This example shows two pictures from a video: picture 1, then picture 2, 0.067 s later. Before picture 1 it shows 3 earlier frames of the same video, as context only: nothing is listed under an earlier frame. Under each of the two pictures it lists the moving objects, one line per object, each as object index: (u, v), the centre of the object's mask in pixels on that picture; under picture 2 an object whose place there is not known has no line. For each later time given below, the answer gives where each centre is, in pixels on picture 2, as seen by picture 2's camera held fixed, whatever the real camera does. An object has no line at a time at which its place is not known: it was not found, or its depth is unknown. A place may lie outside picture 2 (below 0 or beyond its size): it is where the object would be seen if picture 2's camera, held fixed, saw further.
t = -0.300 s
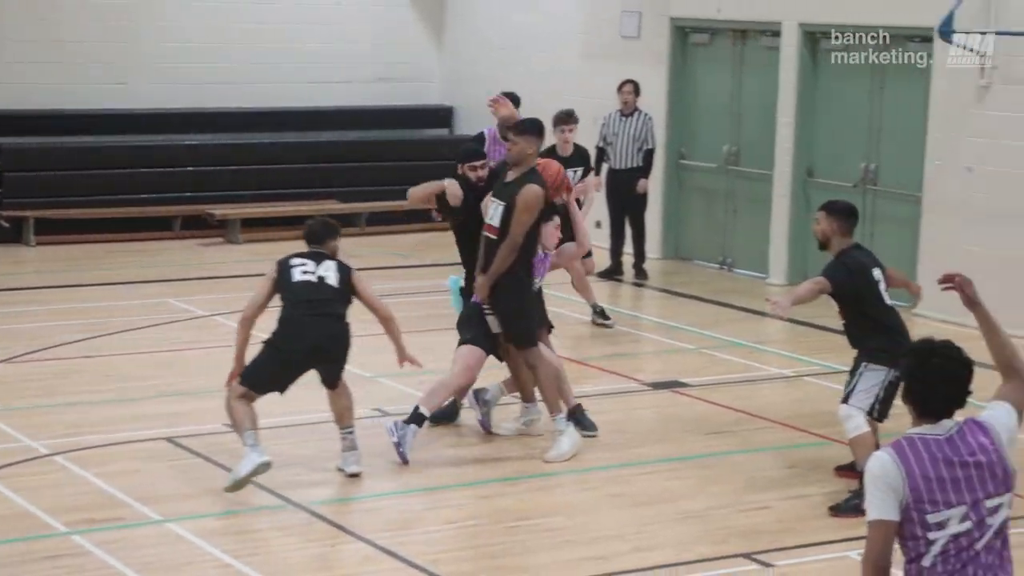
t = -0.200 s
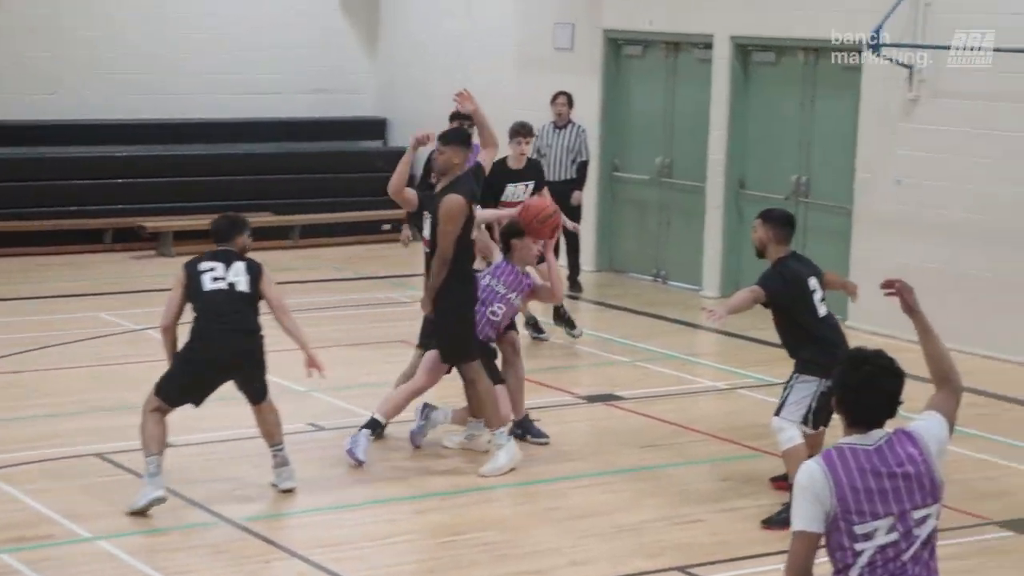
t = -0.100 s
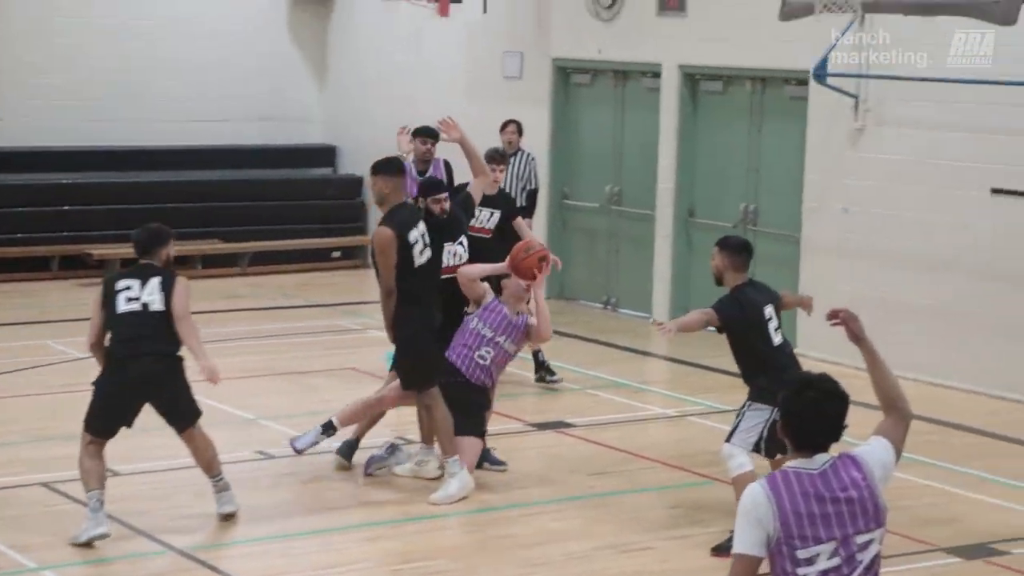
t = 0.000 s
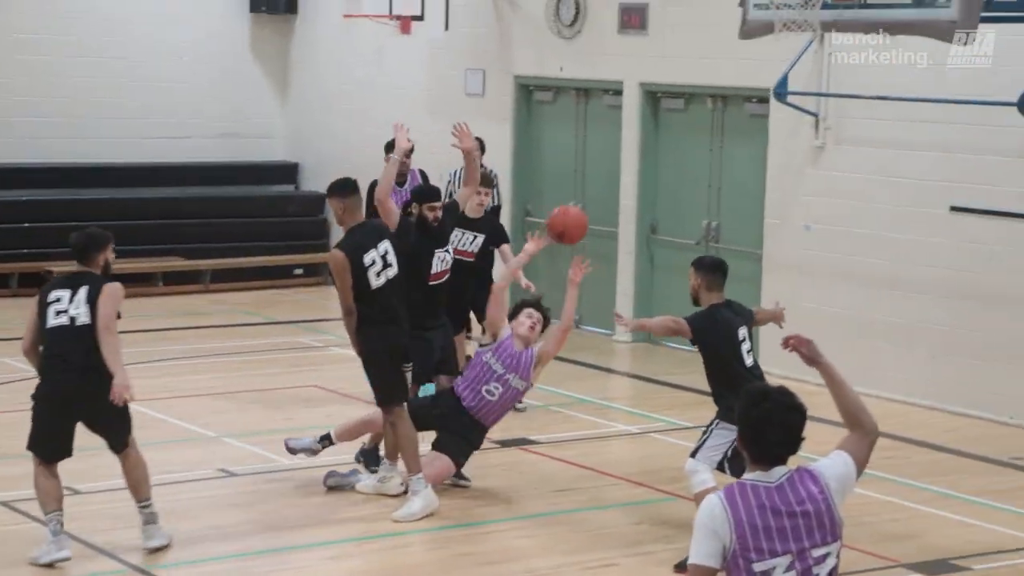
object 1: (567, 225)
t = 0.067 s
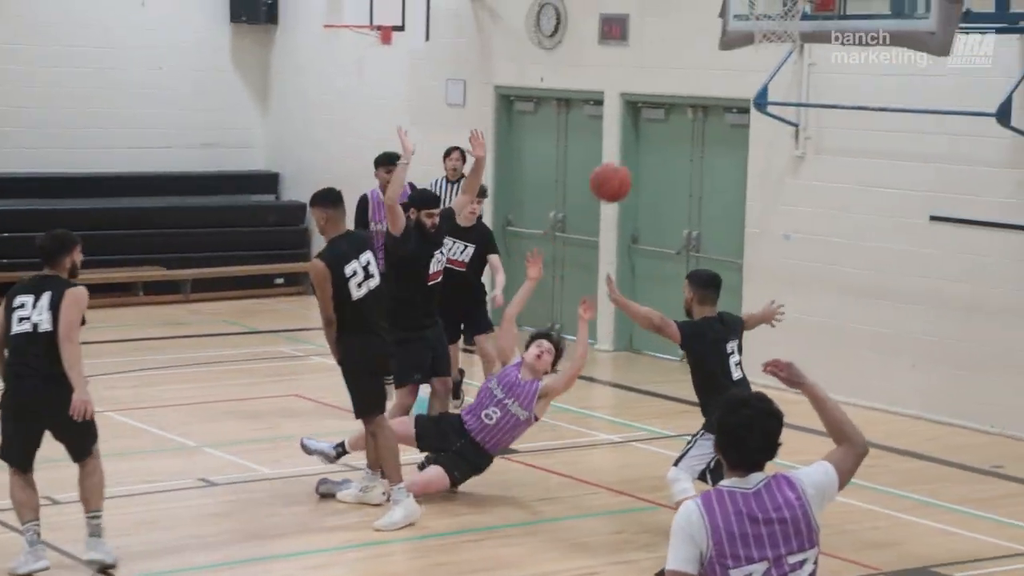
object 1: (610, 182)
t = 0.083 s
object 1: (626, 170)
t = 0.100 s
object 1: (642, 158)
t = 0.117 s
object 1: (657, 147)
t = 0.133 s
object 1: (673, 136)
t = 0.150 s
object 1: (689, 126)
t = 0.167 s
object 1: (705, 117)
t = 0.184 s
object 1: (720, 107)
